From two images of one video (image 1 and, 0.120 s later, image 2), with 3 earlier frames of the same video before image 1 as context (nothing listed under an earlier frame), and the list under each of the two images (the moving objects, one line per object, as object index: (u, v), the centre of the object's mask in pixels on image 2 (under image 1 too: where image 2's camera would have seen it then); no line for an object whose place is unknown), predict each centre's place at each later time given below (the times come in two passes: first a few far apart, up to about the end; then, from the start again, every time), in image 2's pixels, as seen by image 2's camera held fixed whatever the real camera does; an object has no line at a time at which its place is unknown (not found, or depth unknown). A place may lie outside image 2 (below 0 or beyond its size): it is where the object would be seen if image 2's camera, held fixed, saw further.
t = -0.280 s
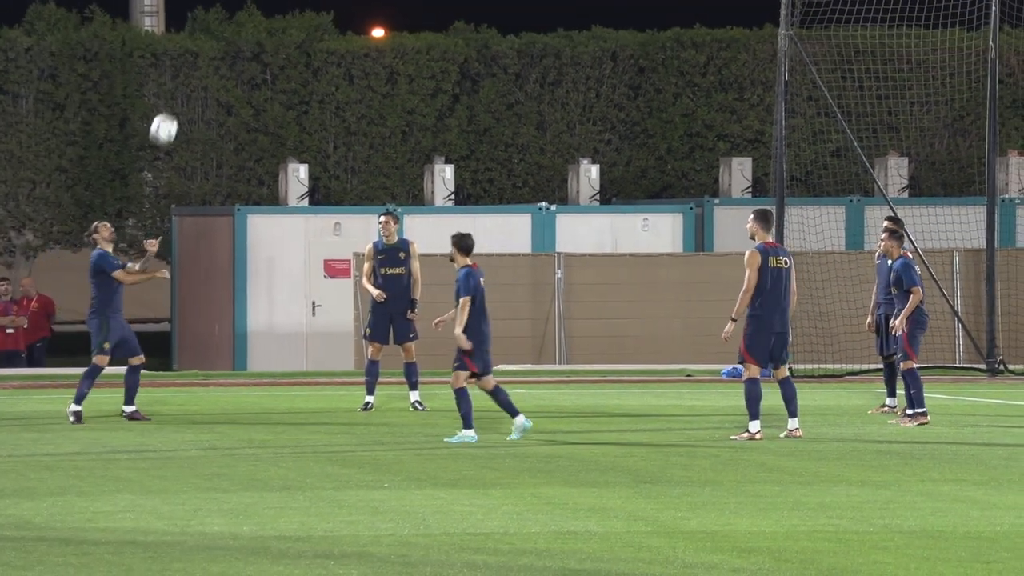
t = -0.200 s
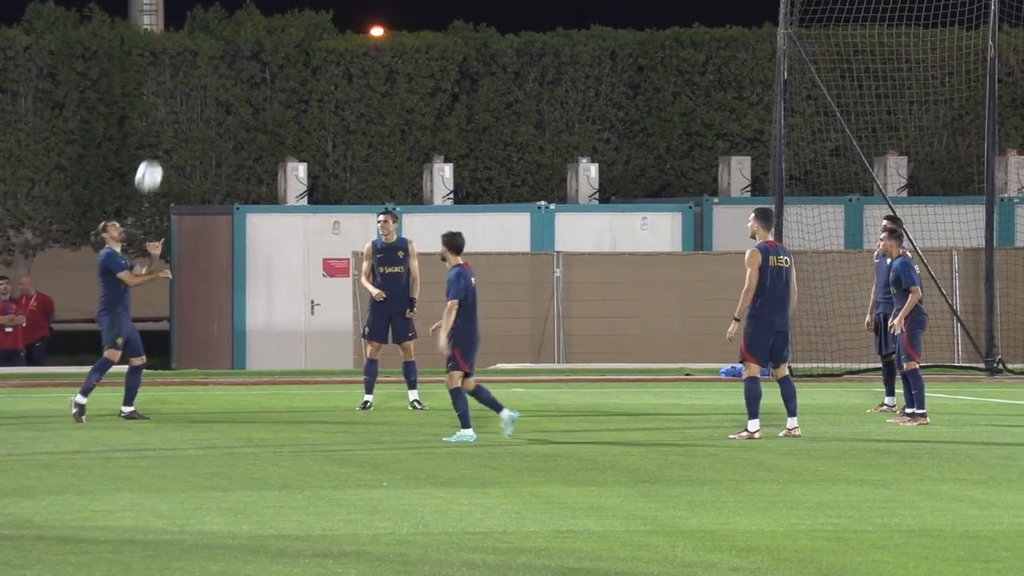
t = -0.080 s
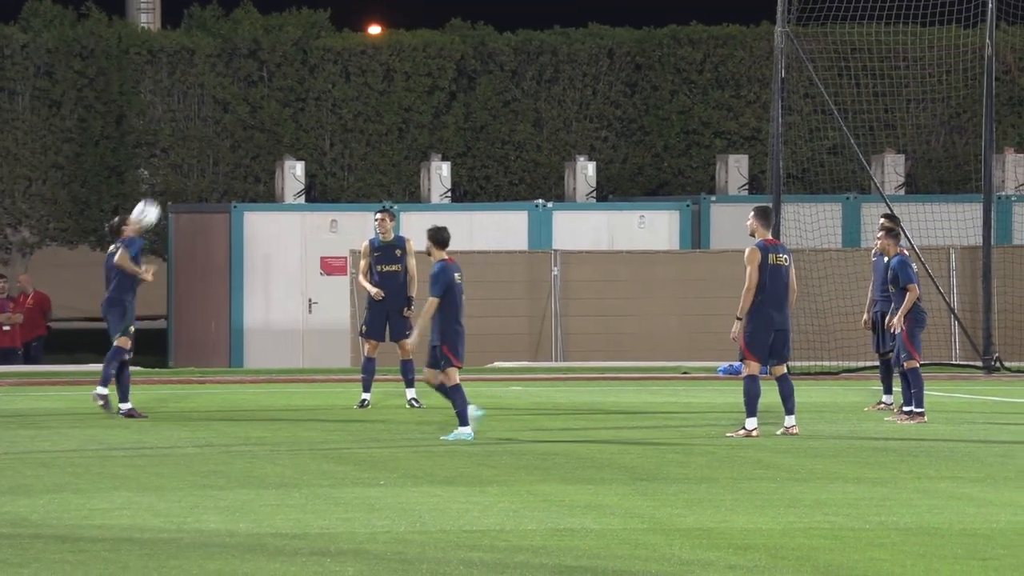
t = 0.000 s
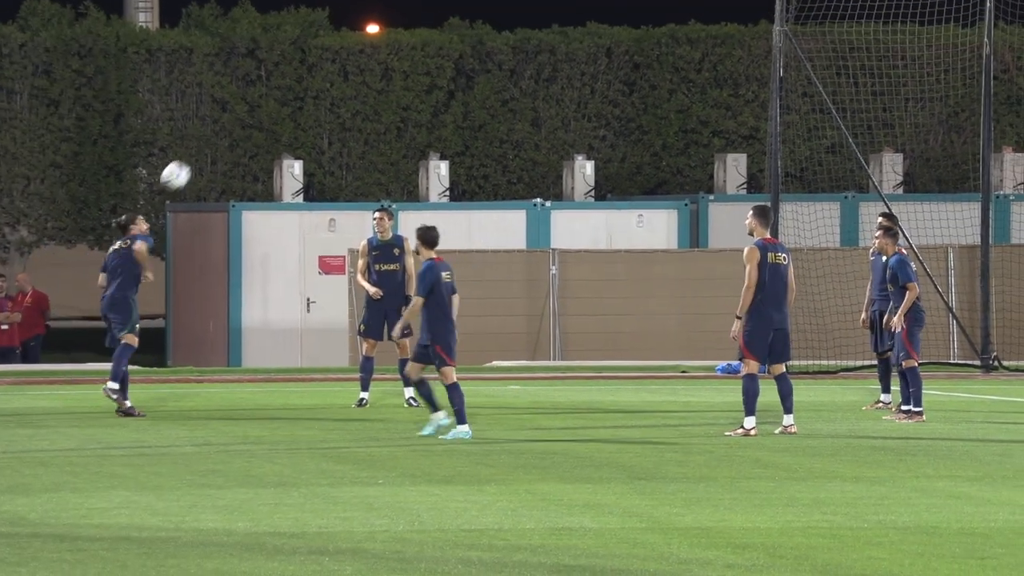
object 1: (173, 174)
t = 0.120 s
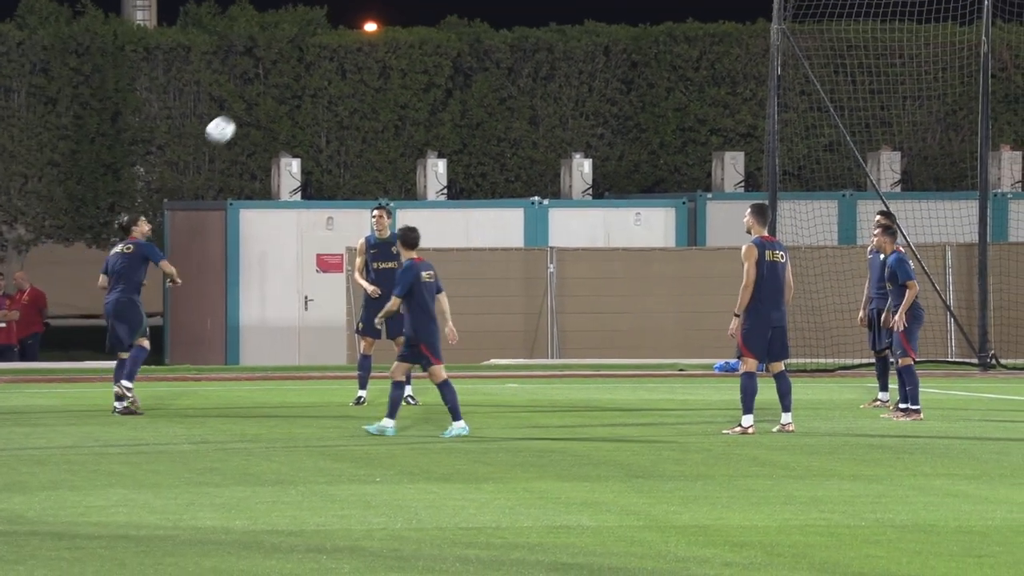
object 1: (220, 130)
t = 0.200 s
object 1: (252, 110)
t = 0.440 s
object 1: (345, 91)
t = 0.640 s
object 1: (422, 125)
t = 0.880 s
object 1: (512, 227)
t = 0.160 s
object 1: (236, 119)
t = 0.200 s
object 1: (252, 110)
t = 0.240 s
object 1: (267, 102)
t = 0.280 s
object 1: (283, 96)
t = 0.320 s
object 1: (298, 92)
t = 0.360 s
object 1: (314, 90)
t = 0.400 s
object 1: (329, 90)
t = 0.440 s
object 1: (345, 91)
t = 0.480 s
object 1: (360, 95)
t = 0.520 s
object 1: (376, 99)
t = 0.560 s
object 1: (391, 106)
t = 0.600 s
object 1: (407, 115)
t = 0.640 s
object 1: (422, 125)
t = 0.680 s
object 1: (437, 137)
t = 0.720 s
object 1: (453, 151)
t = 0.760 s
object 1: (468, 167)
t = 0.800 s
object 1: (483, 185)
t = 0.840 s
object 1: (498, 205)
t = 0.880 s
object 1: (512, 227)
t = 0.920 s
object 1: (528, 251)
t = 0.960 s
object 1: (542, 275)
